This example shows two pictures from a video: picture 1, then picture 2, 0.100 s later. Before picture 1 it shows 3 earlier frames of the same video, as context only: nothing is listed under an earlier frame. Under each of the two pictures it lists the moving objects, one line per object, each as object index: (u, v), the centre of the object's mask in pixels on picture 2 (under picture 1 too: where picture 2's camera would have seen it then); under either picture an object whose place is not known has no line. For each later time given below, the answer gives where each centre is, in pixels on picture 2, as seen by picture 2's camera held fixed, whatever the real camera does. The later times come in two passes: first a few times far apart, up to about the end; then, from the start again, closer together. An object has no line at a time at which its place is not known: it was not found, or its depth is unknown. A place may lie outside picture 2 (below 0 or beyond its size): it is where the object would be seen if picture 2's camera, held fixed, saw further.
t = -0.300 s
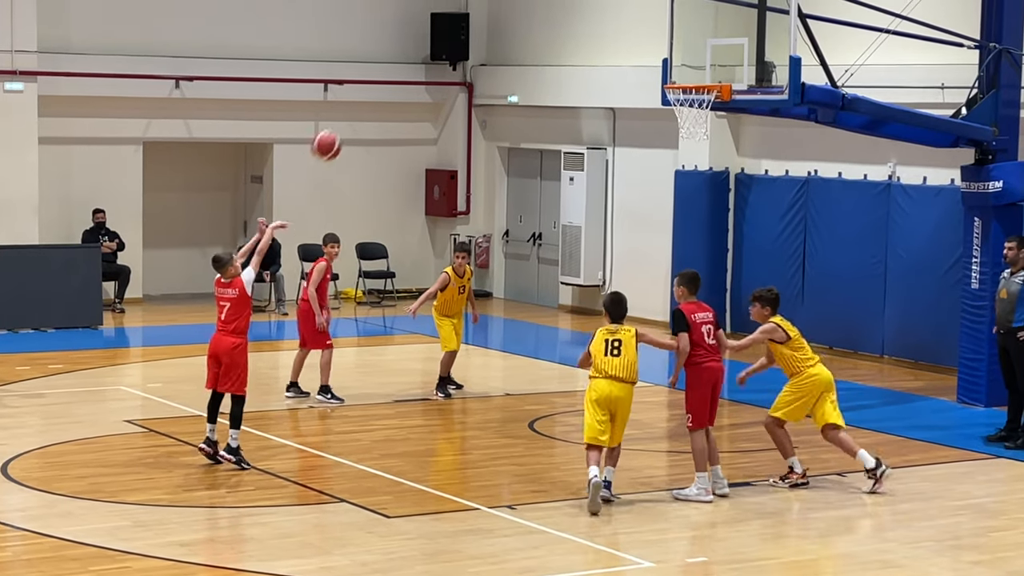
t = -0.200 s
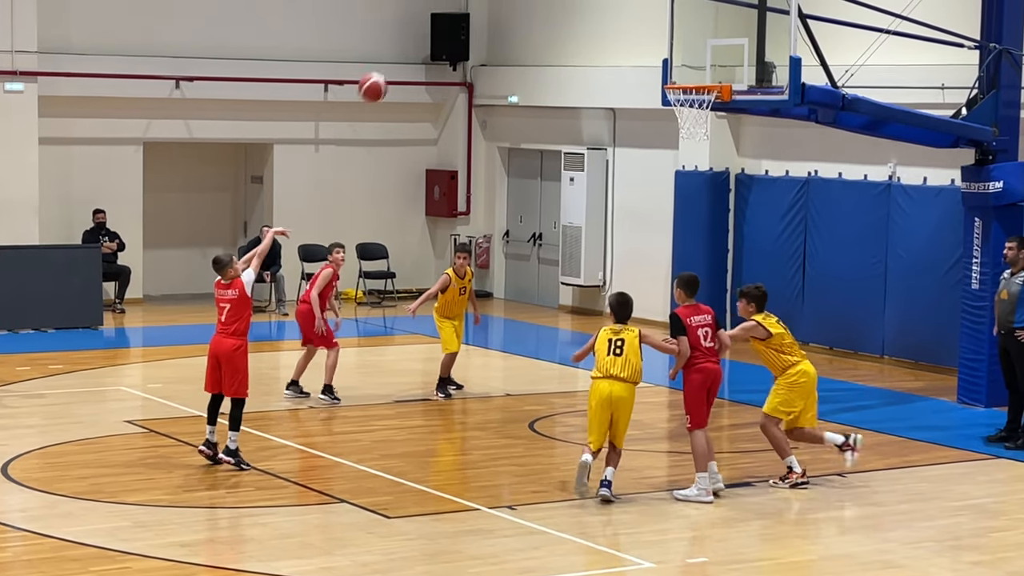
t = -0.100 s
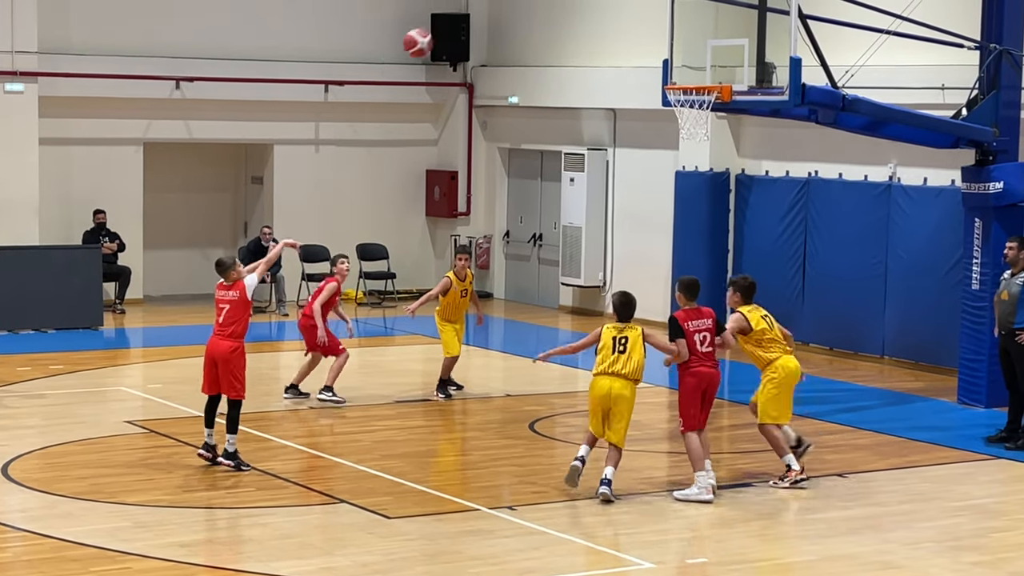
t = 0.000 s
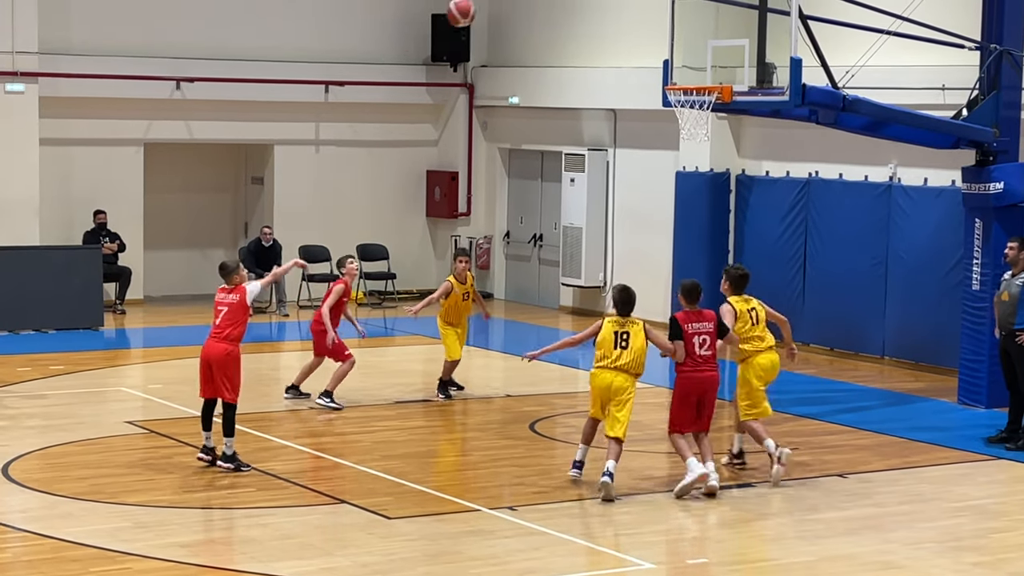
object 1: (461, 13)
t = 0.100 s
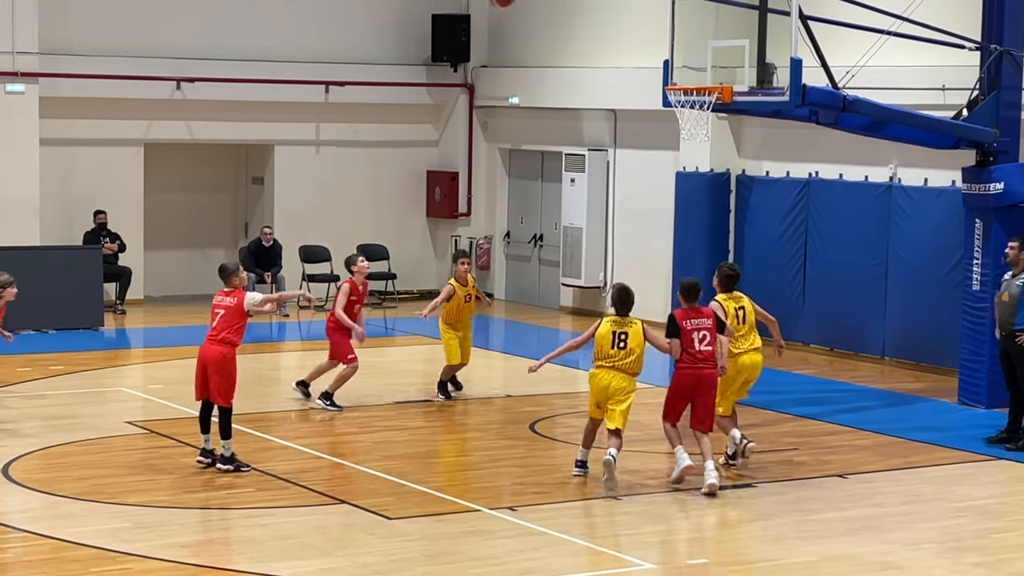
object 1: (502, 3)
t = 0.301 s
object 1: (581, 2)
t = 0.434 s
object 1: (629, 16)
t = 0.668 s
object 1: (706, 85)
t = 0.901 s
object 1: (761, 139)
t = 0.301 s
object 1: (581, 2)
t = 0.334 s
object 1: (593, 4)
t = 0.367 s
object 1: (605, 6)
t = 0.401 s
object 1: (618, 10)
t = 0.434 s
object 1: (629, 16)
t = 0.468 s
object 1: (642, 25)
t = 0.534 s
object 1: (665, 47)
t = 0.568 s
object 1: (677, 59)
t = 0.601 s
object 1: (688, 72)
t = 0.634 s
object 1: (698, 82)
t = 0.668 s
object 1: (706, 85)
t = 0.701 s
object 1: (713, 89)
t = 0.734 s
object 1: (721, 95)
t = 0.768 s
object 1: (728, 100)
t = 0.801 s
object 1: (737, 108)
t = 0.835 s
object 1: (745, 117)
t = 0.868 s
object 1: (753, 127)
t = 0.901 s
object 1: (761, 139)
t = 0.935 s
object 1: (769, 152)
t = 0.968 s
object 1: (777, 167)
